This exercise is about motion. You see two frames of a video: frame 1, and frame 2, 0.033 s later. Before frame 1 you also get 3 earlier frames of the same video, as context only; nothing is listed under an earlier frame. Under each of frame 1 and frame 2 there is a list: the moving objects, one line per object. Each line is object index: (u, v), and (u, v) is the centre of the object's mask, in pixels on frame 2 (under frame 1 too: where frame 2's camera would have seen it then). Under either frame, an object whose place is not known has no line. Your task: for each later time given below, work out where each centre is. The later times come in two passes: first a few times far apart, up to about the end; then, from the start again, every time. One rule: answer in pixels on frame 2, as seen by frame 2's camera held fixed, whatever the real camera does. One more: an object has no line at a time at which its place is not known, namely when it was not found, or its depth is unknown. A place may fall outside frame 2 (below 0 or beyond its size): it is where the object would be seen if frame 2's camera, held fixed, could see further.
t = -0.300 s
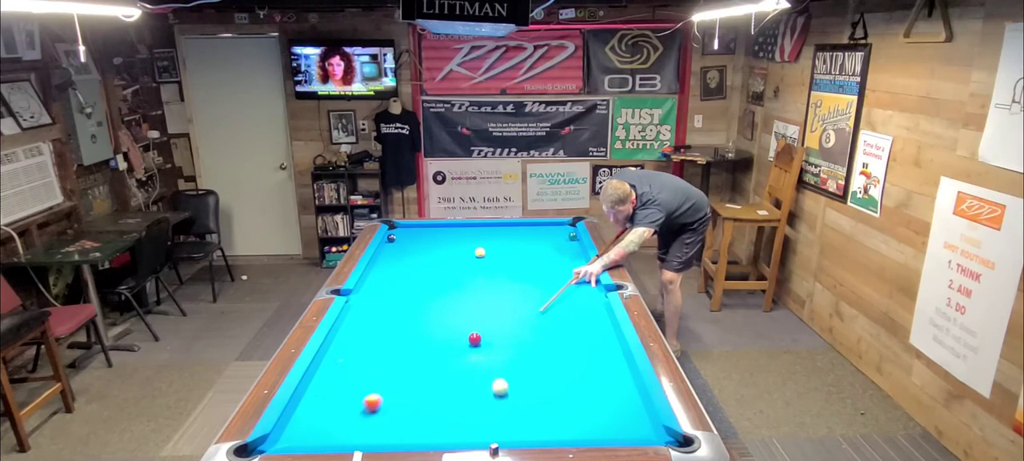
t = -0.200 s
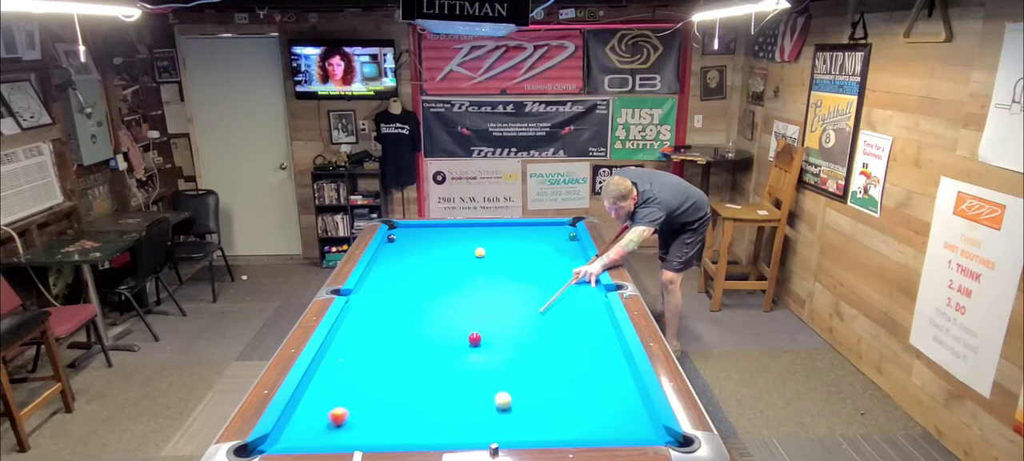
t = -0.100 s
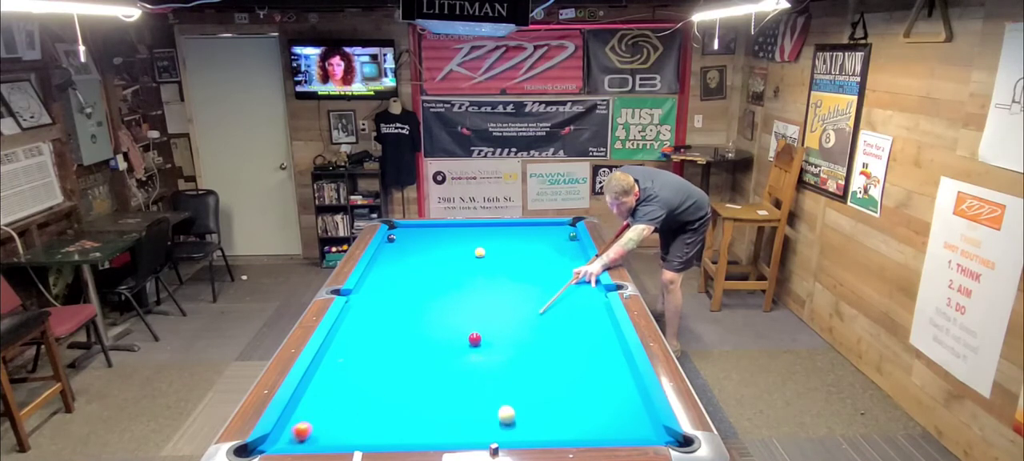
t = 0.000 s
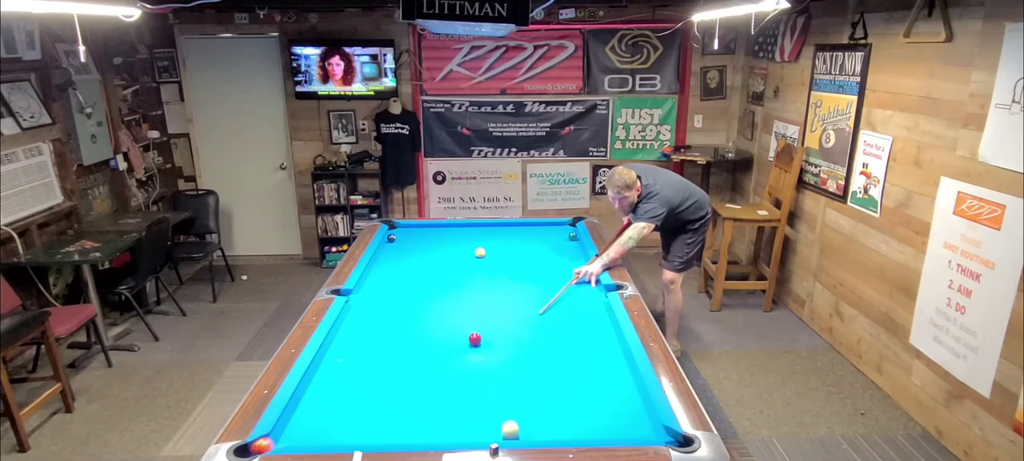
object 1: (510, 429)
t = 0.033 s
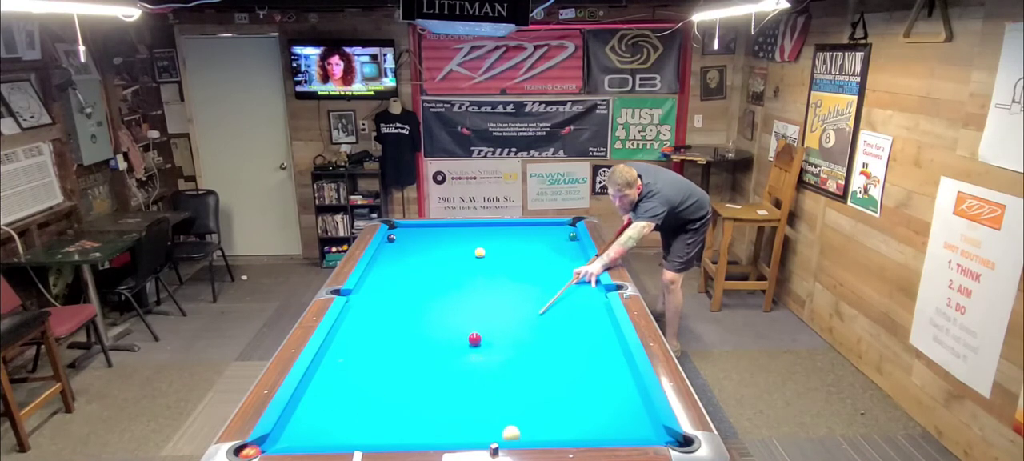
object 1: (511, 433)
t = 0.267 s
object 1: (528, 415)
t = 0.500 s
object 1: (542, 394)
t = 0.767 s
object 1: (556, 374)
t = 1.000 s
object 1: (566, 359)
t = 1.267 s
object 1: (577, 344)
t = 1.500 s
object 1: (585, 332)
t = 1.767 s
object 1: (593, 320)
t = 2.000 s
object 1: (599, 311)
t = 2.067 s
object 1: (600, 309)
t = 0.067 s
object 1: (513, 433)
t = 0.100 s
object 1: (516, 431)
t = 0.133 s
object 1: (519, 429)
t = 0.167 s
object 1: (521, 425)
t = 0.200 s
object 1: (523, 422)
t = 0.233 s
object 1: (525, 418)
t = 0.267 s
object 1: (528, 415)
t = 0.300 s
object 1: (530, 412)
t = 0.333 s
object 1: (532, 409)
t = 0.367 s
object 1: (534, 406)
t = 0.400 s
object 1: (536, 403)
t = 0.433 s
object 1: (538, 400)
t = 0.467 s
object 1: (540, 397)
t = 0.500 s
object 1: (542, 394)
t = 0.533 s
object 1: (544, 392)
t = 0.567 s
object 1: (546, 389)
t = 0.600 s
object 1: (548, 386)
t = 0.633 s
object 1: (549, 384)
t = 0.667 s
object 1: (551, 381)
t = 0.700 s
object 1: (553, 379)
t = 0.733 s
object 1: (554, 376)
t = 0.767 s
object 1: (556, 374)
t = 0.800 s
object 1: (558, 372)
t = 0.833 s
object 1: (559, 370)
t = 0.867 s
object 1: (561, 367)
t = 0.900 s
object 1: (562, 365)
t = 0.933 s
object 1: (564, 363)
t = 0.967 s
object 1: (565, 361)
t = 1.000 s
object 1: (566, 359)
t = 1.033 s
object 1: (568, 357)
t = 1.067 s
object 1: (569, 355)
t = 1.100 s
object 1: (571, 353)
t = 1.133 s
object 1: (572, 351)
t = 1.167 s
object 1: (573, 349)
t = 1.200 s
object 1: (575, 347)
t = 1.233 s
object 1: (576, 346)
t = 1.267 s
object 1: (577, 344)
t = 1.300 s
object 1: (578, 342)
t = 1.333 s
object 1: (579, 340)
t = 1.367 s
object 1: (580, 339)
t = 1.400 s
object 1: (582, 337)
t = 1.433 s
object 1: (583, 335)
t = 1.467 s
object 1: (584, 334)
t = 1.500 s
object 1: (585, 332)
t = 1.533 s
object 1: (586, 331)
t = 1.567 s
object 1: (587, 329)
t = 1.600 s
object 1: (588, 328)
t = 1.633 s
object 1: (589, 326)
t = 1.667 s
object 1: (590, 325)
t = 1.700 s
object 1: (591, 323)
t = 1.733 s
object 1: (592, 322)
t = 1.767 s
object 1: (593, 320)
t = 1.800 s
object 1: (594, 319)
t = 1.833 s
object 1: (594, 318)
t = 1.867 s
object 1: (595, 317)
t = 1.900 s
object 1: (596, 315)
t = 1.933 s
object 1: (597, 314)
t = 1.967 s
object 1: (598, 313)
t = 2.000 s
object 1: (599, 311)
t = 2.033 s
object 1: (599, 310)
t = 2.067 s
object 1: (600, 309)
